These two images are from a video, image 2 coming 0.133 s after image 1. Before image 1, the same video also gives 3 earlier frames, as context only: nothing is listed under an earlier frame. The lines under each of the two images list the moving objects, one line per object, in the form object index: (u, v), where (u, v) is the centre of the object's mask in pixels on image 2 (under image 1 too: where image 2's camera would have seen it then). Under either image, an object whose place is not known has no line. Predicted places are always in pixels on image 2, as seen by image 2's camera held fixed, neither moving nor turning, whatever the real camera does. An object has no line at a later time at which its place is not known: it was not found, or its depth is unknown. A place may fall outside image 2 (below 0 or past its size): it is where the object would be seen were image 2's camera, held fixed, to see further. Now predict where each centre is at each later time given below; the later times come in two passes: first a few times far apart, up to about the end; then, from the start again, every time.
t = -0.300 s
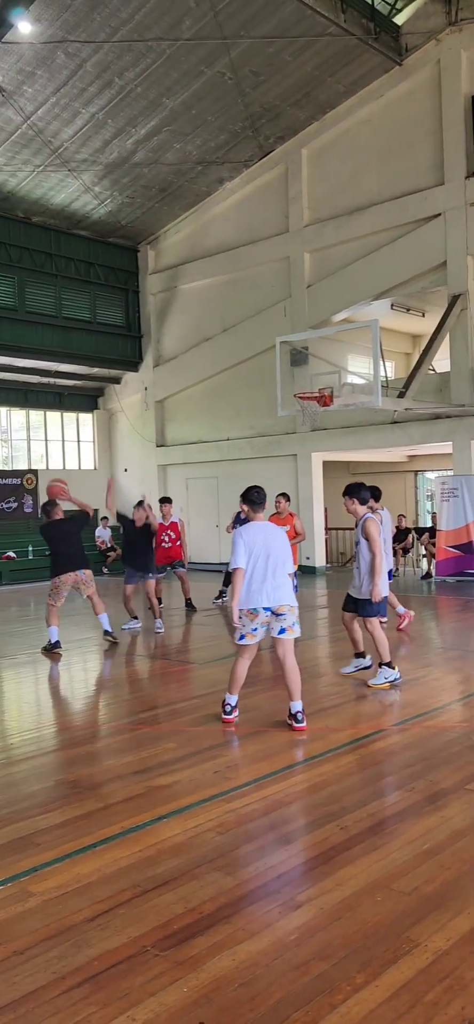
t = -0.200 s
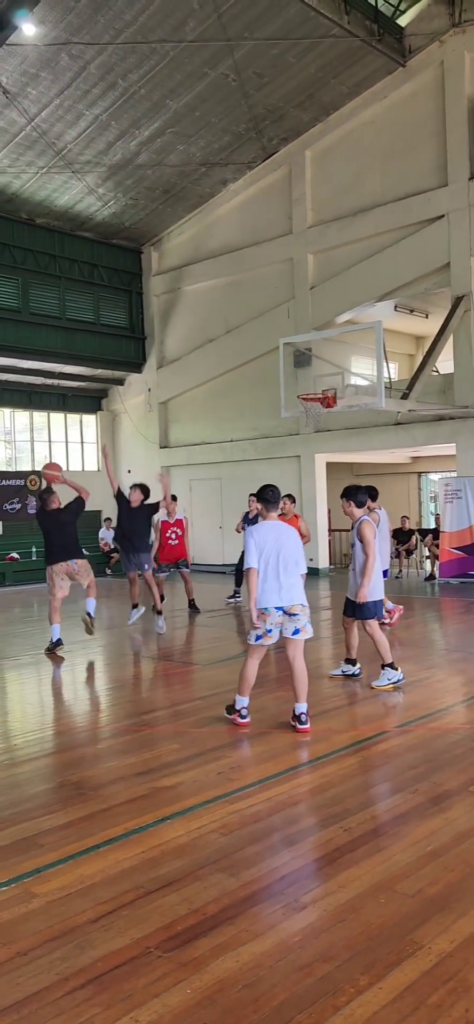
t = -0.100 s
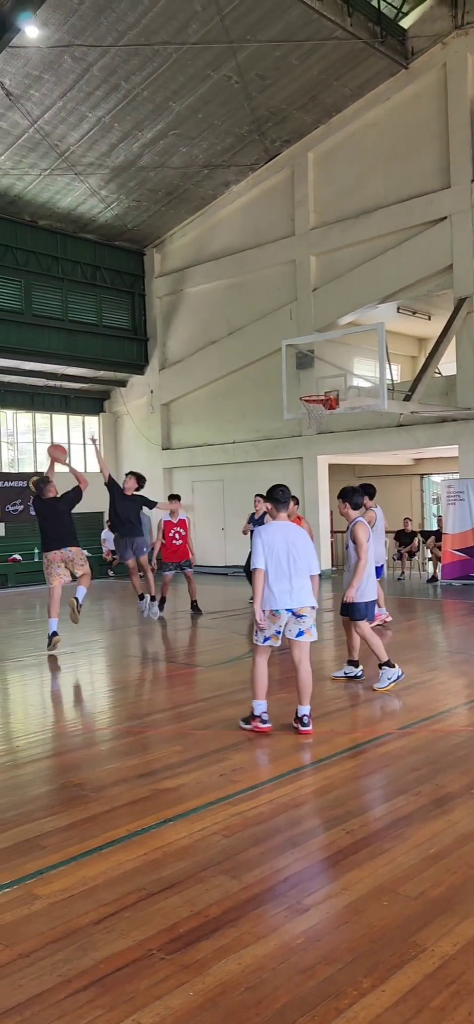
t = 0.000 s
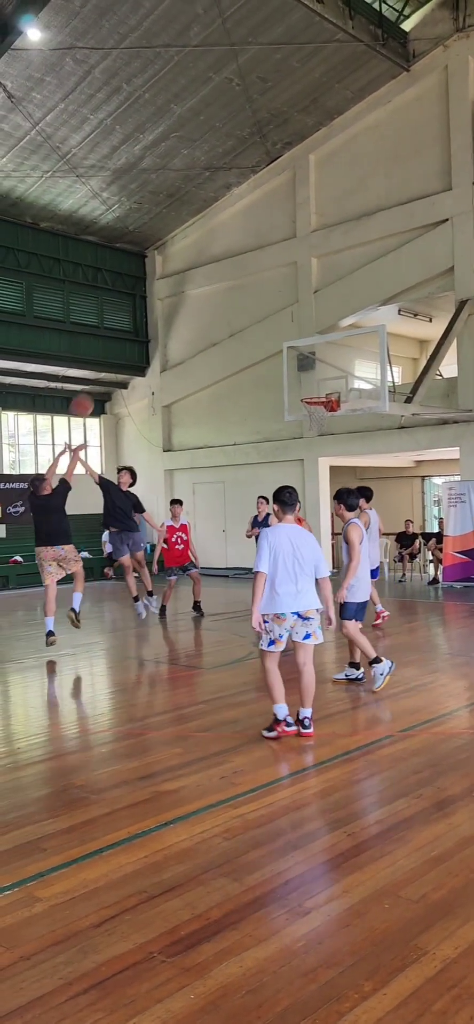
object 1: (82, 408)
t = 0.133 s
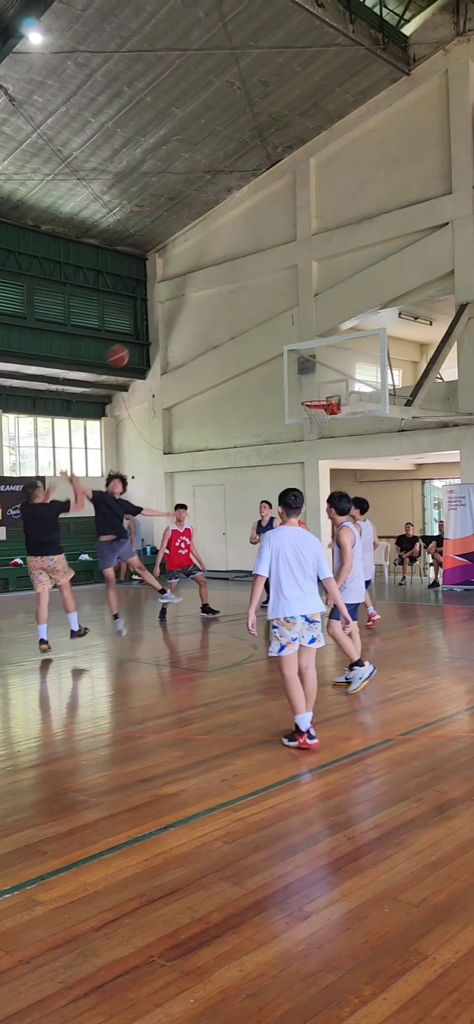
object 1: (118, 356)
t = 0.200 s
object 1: (135, 337)
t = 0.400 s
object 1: (180, 302)
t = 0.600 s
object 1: (223, 301)
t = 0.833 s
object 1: (269, 335)
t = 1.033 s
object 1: (304, 390)
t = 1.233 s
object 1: (326, 419)
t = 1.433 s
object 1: (330, 441)
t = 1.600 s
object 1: (334, 479)
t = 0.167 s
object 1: (126, 346)
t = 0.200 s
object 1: (135, 337)
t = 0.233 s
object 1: (142, 329)
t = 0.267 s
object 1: (149, 322)
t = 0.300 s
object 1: (158, 314)
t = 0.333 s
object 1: (166, 309)
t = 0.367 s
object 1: (173, 305)
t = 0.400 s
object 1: (180, 302)
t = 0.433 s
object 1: (188, 300)
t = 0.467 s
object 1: (195, 298)
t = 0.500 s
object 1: (202, 298)
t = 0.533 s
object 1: (210, 298)
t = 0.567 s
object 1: (216, 299)
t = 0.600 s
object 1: (223, 301)
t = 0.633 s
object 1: (230, 304)
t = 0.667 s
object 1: (237, 307)
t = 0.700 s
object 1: (243, 311)
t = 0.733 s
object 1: (250, 317)
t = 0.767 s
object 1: (256, 322)
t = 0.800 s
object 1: (262, 328)
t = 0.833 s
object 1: (269, 335)
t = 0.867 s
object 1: (275, 343)
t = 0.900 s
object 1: (280, 351)
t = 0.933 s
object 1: (287, 359)
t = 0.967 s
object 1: (292, 370)
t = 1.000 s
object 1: (298, 380)
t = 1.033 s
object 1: (304, 390)
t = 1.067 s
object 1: (310, 400)
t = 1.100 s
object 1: (315, 405)
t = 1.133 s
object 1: (318, 411)
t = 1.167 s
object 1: (324, 415)
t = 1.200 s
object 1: (325, 418)
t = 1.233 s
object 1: (326, 419)
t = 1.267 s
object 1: (327, 422)
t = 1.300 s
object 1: (328, 423)
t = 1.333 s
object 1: (329, 426)
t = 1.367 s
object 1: (329, 430)
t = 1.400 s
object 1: (330, 435)
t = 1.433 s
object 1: (330, 441)
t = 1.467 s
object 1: (331, 448)
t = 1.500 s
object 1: (332, 453)
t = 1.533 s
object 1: (333, 461)
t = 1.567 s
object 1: (334, 471)
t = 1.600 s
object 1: (334, 479)
